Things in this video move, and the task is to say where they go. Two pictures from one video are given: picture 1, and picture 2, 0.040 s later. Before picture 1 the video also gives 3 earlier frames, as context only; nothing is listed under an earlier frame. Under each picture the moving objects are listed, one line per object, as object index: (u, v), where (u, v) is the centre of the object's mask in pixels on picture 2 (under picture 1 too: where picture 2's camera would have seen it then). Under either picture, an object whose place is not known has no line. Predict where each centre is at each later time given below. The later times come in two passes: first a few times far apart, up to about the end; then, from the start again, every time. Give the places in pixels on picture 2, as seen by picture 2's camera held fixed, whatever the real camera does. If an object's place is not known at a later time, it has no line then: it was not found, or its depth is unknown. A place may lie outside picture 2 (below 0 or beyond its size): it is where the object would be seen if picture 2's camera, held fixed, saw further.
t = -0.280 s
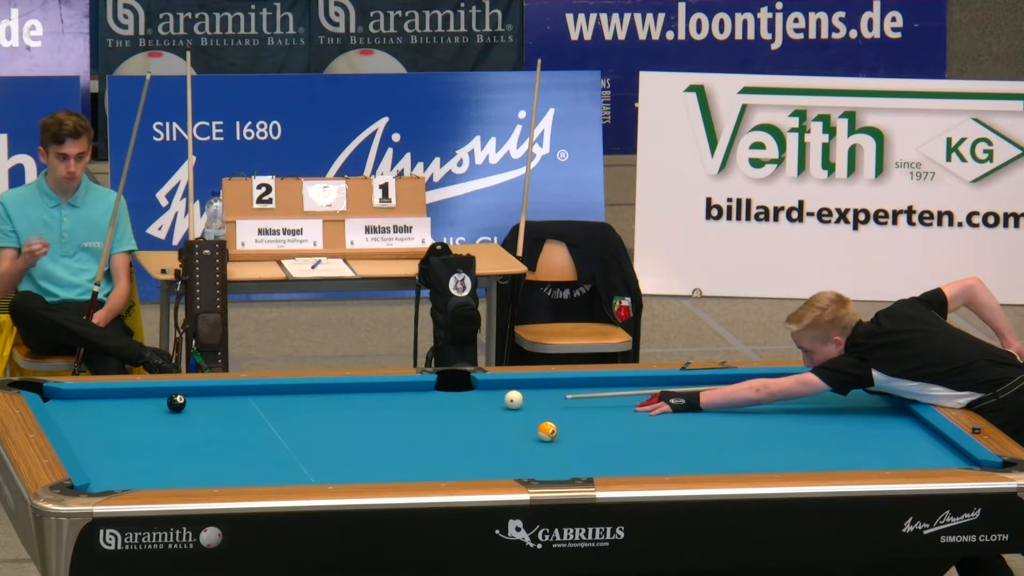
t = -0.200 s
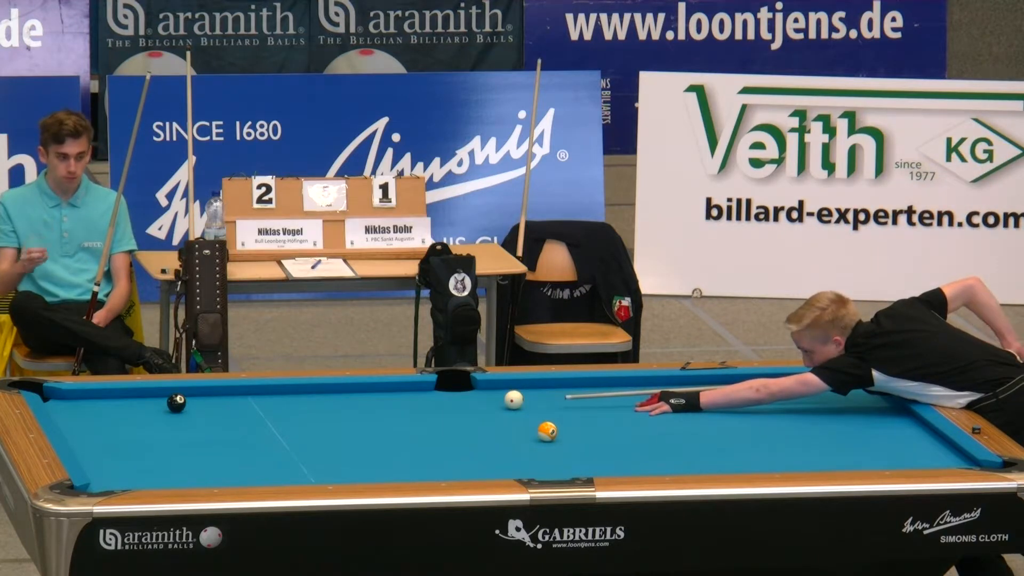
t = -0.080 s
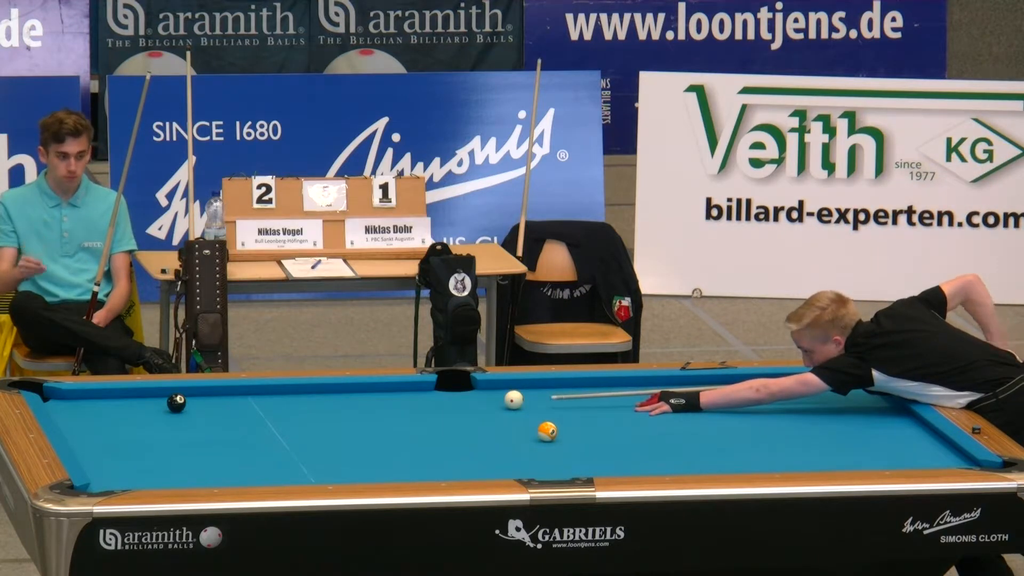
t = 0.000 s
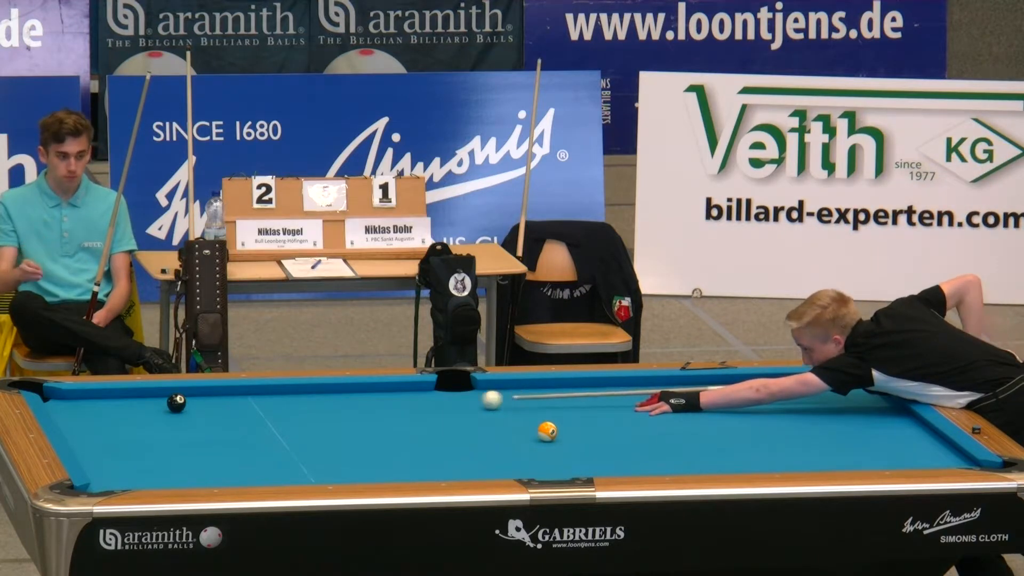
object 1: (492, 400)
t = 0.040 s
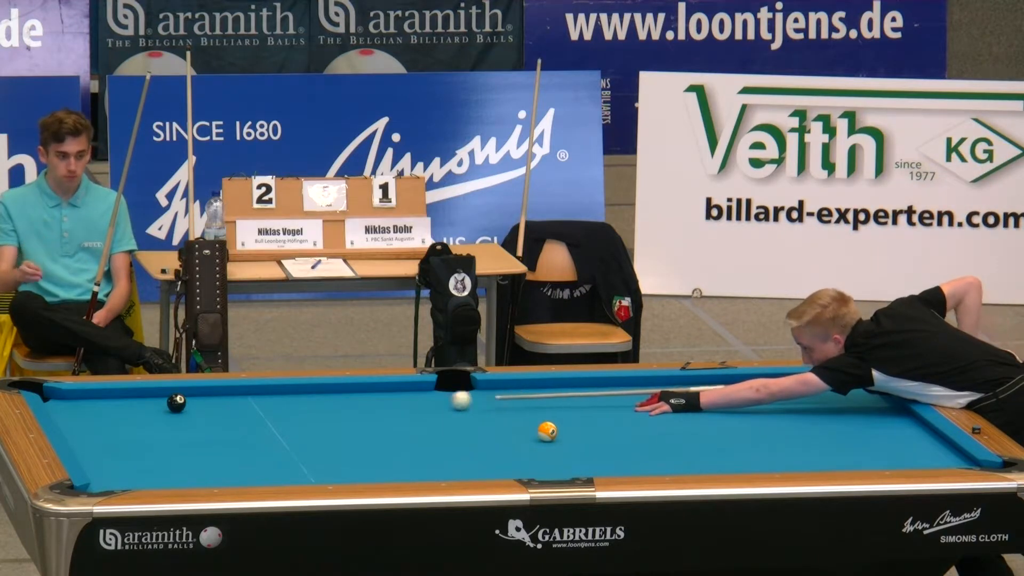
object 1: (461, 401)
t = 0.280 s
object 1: (296, 403)
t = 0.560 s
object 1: (178, 411)
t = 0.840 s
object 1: (117, 423)
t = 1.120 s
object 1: (82, 434)
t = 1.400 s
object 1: (125, 441)
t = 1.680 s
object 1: (166, 447)
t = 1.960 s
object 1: (206, 454)
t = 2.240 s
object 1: (244, 460)
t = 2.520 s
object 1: (280, 465)
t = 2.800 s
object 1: (314, 471)
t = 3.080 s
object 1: (347, 474)
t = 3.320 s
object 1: (373, 476)
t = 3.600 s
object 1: (395, 475)
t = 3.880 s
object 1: (411, 473)
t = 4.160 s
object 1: (424, 472)
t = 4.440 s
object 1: (436, 470)
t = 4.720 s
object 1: (446, 469)
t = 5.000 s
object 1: (454, 468)
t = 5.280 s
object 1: (460, 467)
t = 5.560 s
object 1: (465, 466)
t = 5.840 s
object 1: (468, 465)
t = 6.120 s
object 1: (470, 464)
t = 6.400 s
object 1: (471, 464)
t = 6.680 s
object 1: (471, 464)
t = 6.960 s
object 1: (471, 464)
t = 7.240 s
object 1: (471, 464)
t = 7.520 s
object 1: (471, 464)
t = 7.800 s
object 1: (471, 464)
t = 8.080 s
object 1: (471, 464)
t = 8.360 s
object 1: (471, 464)
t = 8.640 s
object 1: (471, 464)
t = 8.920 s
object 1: (471, 464)
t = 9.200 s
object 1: (471, 464)
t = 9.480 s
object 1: (471, 464)
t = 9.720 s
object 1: (471, 464)
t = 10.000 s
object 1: (471, 464)
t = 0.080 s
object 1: (431, 401)
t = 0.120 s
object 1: (403, 401)
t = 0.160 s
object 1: (375, 402)
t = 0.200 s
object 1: (348, 402)
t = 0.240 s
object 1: (322, 402)
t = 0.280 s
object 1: (296, 403)
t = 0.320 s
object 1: (270, 403)
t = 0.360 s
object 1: (244, 404)
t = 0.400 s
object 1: (218, 404)
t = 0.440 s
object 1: (194, 405)
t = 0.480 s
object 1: (189, 407)
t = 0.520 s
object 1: (184, 409)
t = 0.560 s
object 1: (178, 411)
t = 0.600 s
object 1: (171, 413)
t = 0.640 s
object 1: (162, 414)
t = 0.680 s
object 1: (153, 416)
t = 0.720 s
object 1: (144, 418)
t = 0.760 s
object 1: (135, 420)
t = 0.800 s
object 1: (126, 422)
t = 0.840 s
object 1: (117, 423)
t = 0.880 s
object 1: (107, 425)
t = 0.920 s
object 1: (98, 427)
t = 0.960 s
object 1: (89, 429)
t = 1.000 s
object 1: (80, 430)
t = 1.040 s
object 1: (71, 432)
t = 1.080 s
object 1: (75, 433)
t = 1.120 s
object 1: (82, 434)
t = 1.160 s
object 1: (88, 435)
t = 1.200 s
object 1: (95, 436)
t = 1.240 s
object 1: (101, 437)
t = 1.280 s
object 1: (107, 438)
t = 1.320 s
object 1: (113, 439)
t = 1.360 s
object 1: (119, 440)
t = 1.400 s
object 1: (125, 441)
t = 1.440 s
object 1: (131, 442)
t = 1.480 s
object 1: (137, 443)
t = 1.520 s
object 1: (143, 444)
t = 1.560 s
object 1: (149, 444)
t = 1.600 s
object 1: (155, 445)
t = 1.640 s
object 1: (161, 446)
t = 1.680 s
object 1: (166, 447)
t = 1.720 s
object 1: (172, 448)
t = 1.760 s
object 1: (178, 449)
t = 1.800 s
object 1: (184, 450)
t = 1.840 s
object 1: (189, 451)
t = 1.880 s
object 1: (195, 452)
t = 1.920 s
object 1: (200, 453)
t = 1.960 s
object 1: (206, 454)
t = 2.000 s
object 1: (211, 455)
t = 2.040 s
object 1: (217, 455)
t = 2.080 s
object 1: (222, 456)
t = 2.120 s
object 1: (228, 457)
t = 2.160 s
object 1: (233, 458)
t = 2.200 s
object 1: (239, 459)
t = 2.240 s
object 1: (244, 460)
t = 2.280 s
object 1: (249, 461)
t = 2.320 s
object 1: (254, 461)
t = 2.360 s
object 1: (260, 462)
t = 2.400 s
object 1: (265, 463)
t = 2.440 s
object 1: (270, 464)
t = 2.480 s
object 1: (275, 464)
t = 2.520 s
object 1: (280, 465)
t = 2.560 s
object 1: (285, 466)
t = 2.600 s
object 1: (290, 467)
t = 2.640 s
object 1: (295, 468)
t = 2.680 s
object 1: (300, 468)
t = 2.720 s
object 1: (305, 469)
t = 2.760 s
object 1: (310, 470)
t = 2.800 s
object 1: (314, 471)
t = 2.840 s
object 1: (319, 471)
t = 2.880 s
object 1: (324, 472)
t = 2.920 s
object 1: (328, 472)
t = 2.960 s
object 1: (334, 472)
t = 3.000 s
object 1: (338, 472)
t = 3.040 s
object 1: (343, 473)
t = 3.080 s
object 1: (347, 474)
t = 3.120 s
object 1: (352, 474)
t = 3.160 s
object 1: (356, 475)
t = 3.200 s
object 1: (360, 475)
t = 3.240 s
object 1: (365, 475)
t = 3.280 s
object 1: (369, 476)
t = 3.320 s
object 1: (373, 476)
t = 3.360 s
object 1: (378, 476)
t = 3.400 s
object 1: (382, 476)
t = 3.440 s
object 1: (385, 476)
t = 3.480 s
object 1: (388, 476)
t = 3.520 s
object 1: (390, 476)
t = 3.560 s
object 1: (393, 476)
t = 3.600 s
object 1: (395, 475)
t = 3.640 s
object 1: (397, 475)
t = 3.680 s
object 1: (400, 475)
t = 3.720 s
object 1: (402, 474)
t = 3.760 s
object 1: (404, 474)
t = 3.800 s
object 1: (406, 474)
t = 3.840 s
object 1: (409, 474)
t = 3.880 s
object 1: (411, 473)
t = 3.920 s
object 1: (413, 473)
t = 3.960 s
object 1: (415, 473)
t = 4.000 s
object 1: (417, 473)
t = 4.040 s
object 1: (419, 472)
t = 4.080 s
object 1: (421, 472)
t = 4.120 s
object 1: (423, 472)
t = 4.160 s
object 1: (424, 472)
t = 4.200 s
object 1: (426, 472)
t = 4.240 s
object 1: (428, 471)
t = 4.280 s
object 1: (429, 471)
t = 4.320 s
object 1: (431, 471)
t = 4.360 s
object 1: (433, 470)
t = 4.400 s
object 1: (435, 470)
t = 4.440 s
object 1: (436, 470)
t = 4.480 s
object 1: (438, 469)
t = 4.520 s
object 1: (439, 469)
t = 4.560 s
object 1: (440, 469)
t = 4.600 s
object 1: (442, 469)
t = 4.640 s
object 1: (443, 469)
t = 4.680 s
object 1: (444, 469)
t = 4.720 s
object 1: (446, 469)
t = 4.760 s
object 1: (447, 468)
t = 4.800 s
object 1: (448, 468)
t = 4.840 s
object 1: (450, 468)
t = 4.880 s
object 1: (451, 468)
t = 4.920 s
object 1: (452, 468)
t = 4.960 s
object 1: (453, 468)
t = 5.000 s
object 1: (454, 468)
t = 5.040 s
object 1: (455, 468)
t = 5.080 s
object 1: (456, 468)
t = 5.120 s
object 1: (457, 467)
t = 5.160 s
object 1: (458, 467)
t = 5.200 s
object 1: (459, 467)
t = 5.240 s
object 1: (459, 467)
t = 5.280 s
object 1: (460, 467)
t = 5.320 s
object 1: (461, 466)
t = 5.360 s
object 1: (462, 466)
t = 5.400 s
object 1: (462, 466)
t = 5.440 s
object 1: (463, 466)
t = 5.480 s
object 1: (464, 466)
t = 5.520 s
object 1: (464, 466)
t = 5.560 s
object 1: (465, 466)
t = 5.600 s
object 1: (466, 465)
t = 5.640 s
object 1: (466, 465)
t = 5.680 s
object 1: (467, 465)
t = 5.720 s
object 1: (467, 465)
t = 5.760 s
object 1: (468, 465)
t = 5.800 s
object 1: (468, 465)
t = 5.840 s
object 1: (468, 465)
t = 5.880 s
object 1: (469, 465)
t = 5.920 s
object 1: (469, 465)
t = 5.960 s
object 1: (469, 465)
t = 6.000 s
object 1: (470, 465)
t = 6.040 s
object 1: (470, 464)
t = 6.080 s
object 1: (470, 464)
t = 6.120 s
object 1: (470, 464)
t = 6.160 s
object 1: (470, 464)
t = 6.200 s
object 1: (471, 464)
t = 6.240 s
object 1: (471, 464)
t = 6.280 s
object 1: (471, 464)
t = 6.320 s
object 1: (471, 464)
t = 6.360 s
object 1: (471, 464)
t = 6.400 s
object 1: (471, 464)
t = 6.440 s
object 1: (471, 464)
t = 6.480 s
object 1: (471, 464)
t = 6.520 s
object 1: (471, 464)
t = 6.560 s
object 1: (471, 464)
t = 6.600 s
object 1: (471, 464)
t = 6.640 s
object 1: (471, 464)
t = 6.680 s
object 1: (471, 464)
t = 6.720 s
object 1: (471, 464)
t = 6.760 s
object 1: (471, 464)
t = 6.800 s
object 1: (471, 464)
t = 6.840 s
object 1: (471, 464)
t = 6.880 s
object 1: (471, 464)
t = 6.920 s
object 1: (471, 464)
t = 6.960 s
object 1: (471, 464)
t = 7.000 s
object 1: (471, 464)
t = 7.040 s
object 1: (471, 464)
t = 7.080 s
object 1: (471, 464)
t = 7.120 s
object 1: (471, 464)
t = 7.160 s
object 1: (471, 464)
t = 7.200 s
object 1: (471, 464)
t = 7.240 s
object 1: (471, 464)
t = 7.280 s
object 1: (471, 464)
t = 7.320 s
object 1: (471, 464)
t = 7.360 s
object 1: (471, 464)
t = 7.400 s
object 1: (471, 464)
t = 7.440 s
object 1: (471, 464)
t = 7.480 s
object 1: (471, 464)
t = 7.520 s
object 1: (471, 464)
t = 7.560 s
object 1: (471, 464)
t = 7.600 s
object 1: (471, 464)
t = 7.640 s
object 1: (471, 464)
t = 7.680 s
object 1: (471, 464)
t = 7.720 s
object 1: (471, 464)
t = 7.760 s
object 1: (471, 464)
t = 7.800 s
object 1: (471, 464)
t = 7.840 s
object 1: (471, 464)
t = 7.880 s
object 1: (471, 464)
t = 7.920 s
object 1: (471, 464)
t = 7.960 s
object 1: (471, 464)
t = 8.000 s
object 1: (471, 464)
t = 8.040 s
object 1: (471, 464)
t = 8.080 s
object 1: (471, 464)
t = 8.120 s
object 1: (471, 464)
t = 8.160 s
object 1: (471, 464)
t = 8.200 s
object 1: (471, 464)
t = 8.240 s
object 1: (471, 464)
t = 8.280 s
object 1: (471, 464)
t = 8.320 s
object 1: (471, 464)
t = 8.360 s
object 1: (471, 464)
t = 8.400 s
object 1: (471, 464)
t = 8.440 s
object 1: (471, 464)
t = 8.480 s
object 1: (471, 464)
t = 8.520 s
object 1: (471, 464)
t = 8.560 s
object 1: (471, 464)
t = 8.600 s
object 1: (471, 464)
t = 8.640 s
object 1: (471, 464)
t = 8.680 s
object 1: (471, 464)
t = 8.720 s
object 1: (471, 464)
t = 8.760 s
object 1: (471, 464)
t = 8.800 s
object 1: (471, 464)
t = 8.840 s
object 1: (471, 464)
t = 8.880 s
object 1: (471, 464)
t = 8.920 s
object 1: (471, 464)
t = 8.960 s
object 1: (471, 464)
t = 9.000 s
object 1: (471, 464)
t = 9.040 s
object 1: (471, 464)
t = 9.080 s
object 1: (471, 464)
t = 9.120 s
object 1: (471, 464)
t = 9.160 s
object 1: (471, 464)
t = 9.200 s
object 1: (471, 464)
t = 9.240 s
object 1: (471, 464)
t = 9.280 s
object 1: (471, 464)
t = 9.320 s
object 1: (471, 464)
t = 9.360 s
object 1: (471, 464)
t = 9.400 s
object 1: (471, 464)
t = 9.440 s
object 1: (471, 464)
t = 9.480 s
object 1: (471, 464)
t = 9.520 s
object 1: (471, 464)
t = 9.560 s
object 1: (471, 464)
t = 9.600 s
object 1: (471, 464)
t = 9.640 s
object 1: (471, 464)
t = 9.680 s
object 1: (471, 464)
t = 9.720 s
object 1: (471, 464)
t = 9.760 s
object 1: (471, 464)
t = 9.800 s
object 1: (471, 464)
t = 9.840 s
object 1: (471, 464)
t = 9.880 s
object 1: (471, 464)
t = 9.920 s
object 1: (471, 464)
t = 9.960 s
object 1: (471, 464)
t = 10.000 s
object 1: (471, 464)
